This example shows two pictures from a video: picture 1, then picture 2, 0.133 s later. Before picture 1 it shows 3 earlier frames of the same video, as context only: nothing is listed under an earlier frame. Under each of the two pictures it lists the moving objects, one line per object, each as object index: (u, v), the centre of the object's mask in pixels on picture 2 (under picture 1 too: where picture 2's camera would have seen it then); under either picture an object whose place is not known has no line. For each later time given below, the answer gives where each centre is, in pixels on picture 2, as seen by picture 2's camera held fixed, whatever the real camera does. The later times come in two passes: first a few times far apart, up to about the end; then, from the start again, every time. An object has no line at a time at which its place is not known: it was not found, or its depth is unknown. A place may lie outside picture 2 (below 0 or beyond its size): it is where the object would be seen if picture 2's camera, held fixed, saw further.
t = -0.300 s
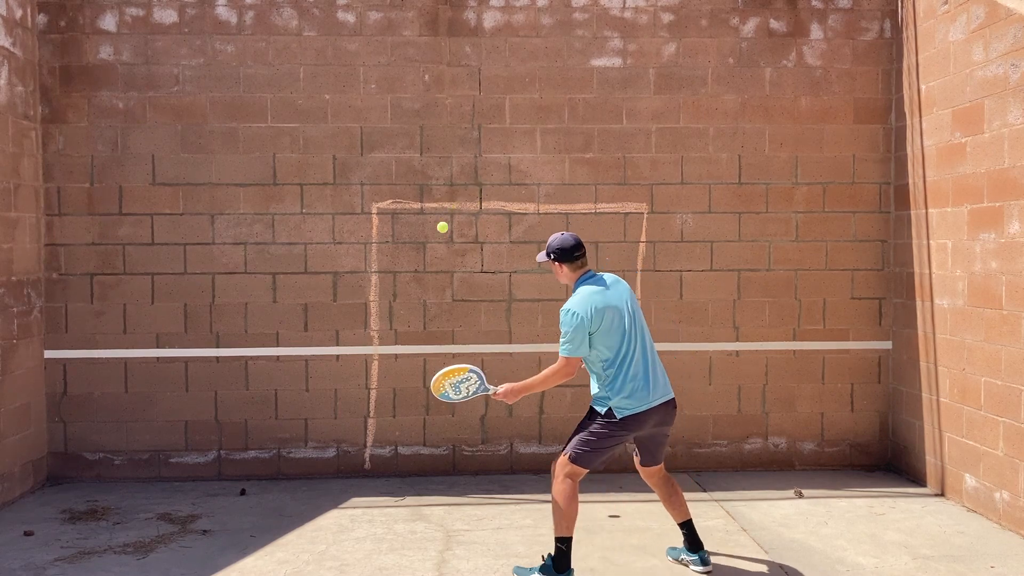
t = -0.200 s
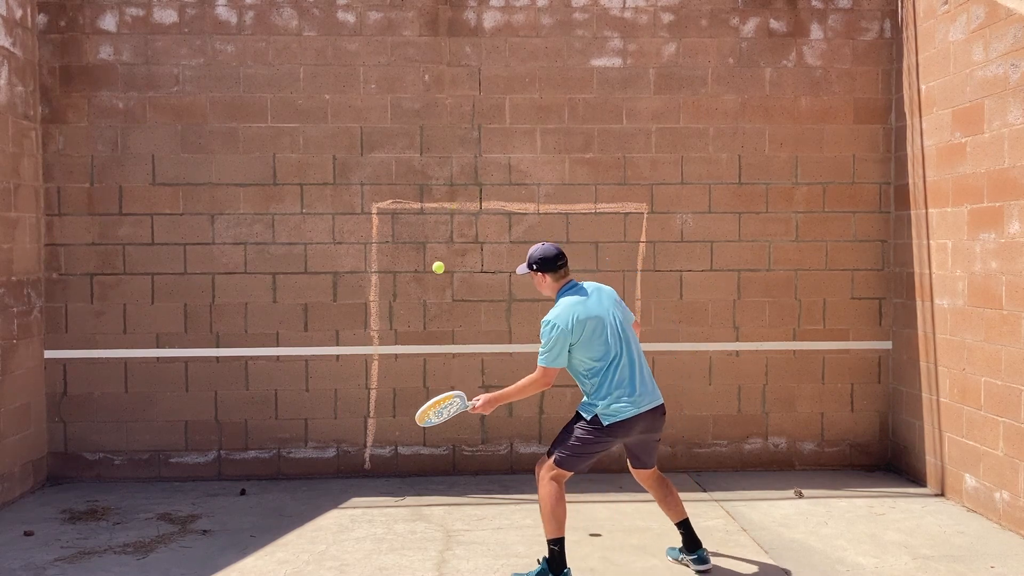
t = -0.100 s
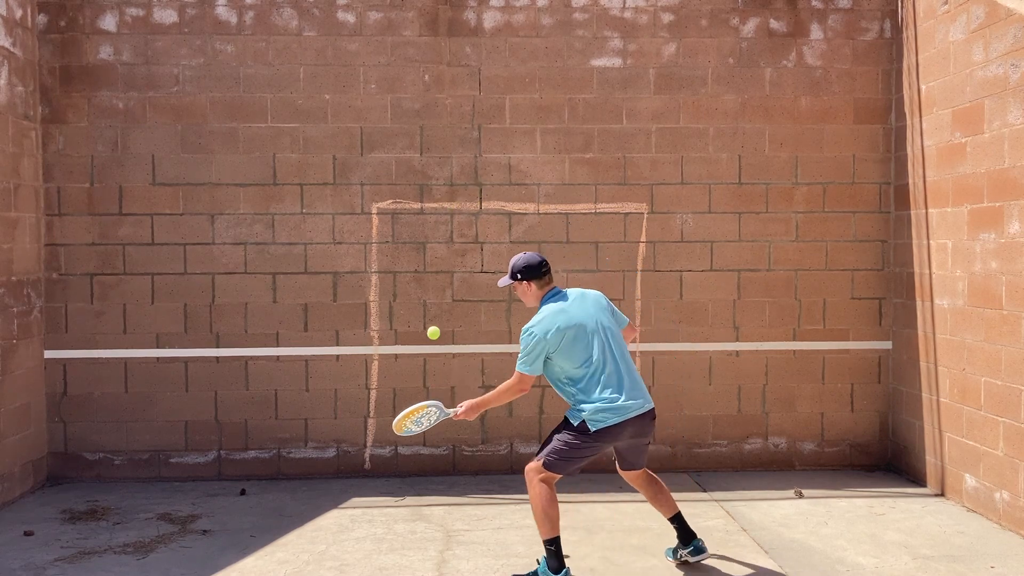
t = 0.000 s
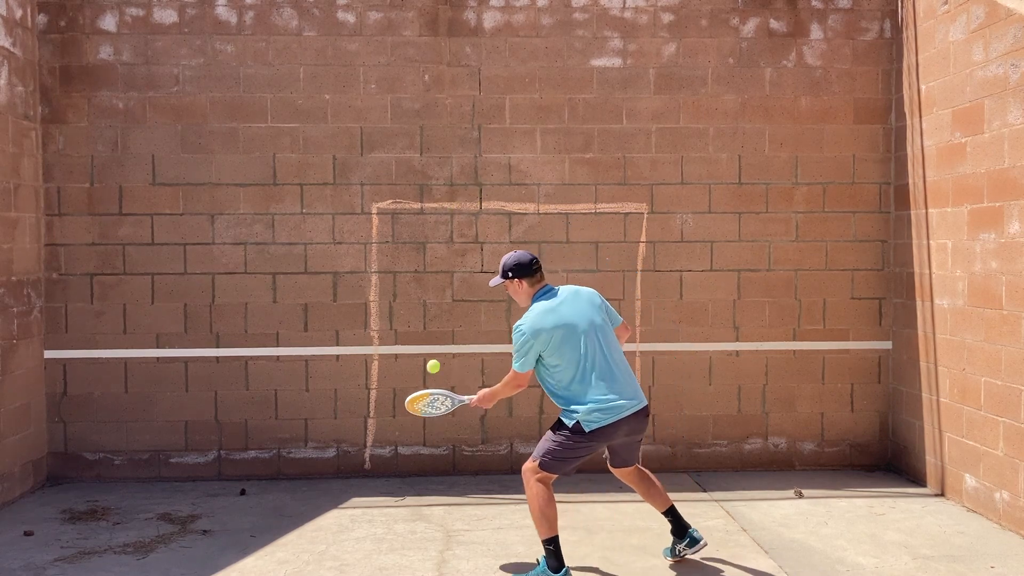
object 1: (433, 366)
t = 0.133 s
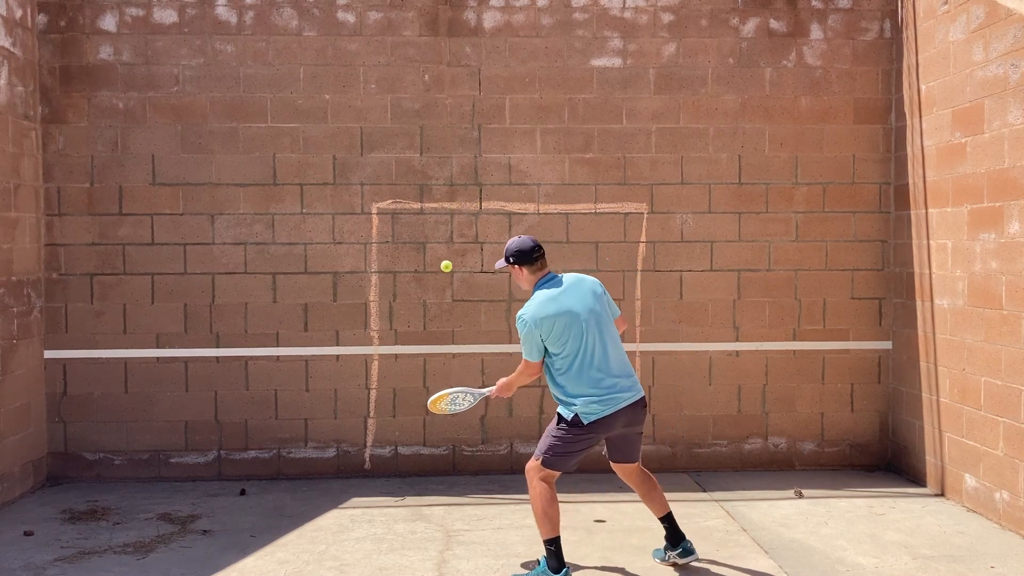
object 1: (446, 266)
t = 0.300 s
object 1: (459, 209)
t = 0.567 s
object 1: (480, 230)
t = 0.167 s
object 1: (449, 249)
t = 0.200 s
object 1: (451, 236)
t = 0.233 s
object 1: (454, 224)
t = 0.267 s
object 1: (456, 215)
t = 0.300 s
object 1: (459, 209)
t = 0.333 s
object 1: (461, 205)
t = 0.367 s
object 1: (463, 203)
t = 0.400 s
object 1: (466, 203)
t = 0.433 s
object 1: (468, 204)
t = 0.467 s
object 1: (471, 208)
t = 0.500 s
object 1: (474, 213)
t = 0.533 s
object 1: (477, 221)
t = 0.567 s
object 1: (480, 230)
